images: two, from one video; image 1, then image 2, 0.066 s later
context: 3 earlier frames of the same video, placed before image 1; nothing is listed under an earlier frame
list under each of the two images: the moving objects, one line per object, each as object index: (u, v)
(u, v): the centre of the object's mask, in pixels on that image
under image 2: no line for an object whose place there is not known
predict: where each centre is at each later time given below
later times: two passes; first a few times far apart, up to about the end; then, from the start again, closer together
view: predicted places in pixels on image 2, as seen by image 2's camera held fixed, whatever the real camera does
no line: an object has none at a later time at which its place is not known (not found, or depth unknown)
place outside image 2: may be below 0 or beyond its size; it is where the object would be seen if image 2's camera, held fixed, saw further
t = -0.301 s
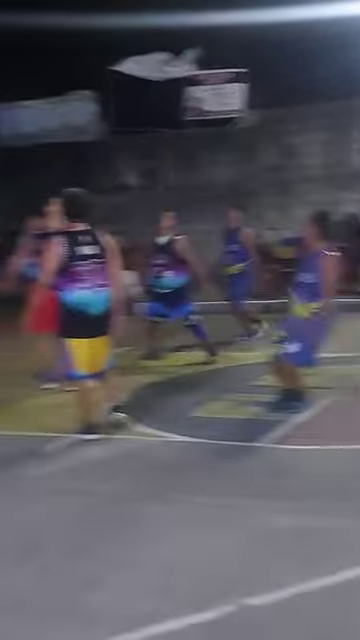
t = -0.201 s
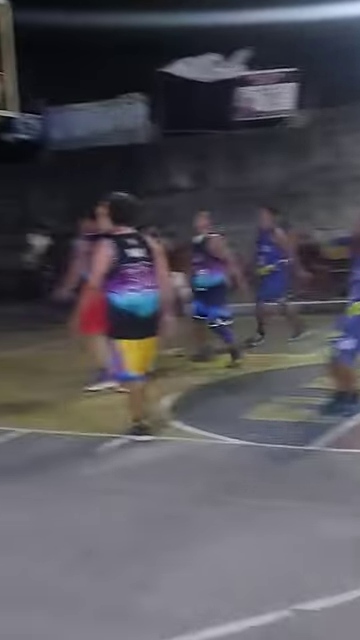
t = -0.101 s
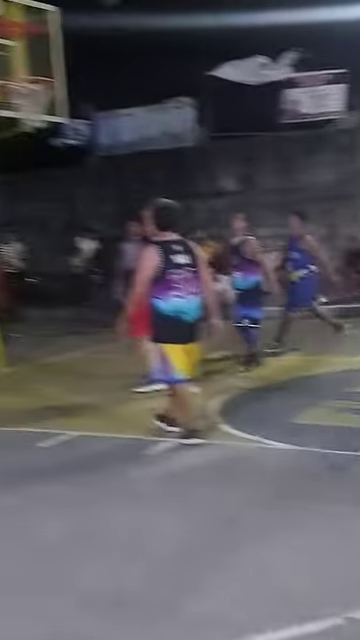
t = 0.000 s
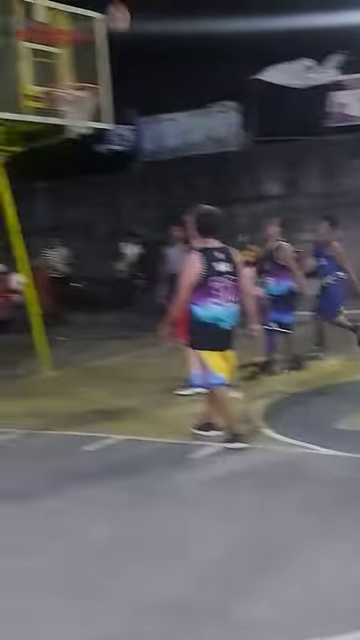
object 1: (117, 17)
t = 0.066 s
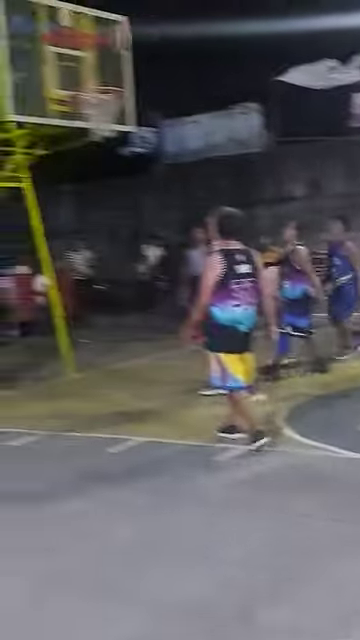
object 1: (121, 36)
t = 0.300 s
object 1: (108, 47)
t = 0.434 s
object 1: (137, 26)
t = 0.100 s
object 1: (111, 47)
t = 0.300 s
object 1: (108, 47)
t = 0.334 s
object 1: (109, 43)
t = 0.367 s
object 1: (122, 36)
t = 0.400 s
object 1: (128, 31)
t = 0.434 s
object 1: (137, 26)
